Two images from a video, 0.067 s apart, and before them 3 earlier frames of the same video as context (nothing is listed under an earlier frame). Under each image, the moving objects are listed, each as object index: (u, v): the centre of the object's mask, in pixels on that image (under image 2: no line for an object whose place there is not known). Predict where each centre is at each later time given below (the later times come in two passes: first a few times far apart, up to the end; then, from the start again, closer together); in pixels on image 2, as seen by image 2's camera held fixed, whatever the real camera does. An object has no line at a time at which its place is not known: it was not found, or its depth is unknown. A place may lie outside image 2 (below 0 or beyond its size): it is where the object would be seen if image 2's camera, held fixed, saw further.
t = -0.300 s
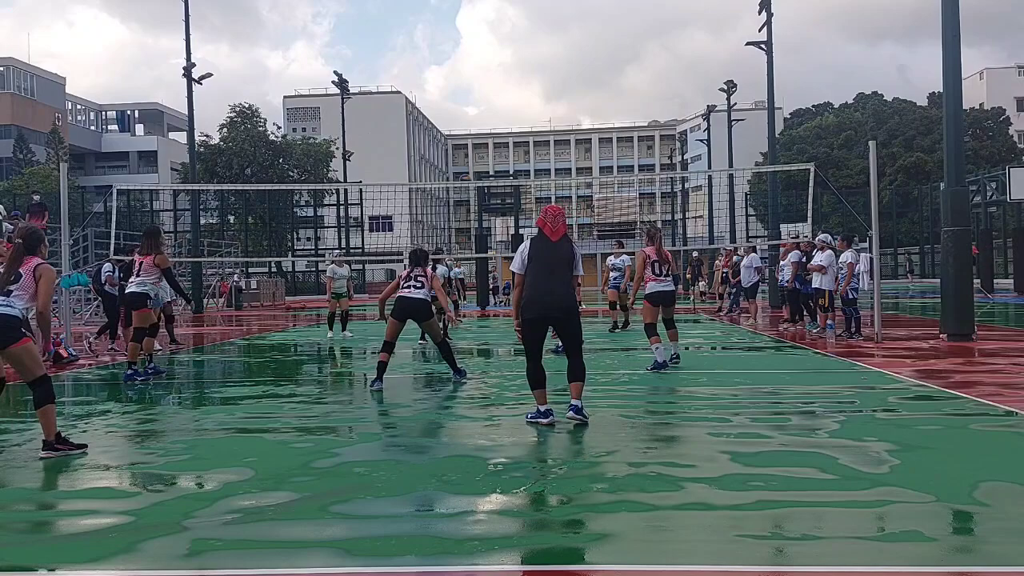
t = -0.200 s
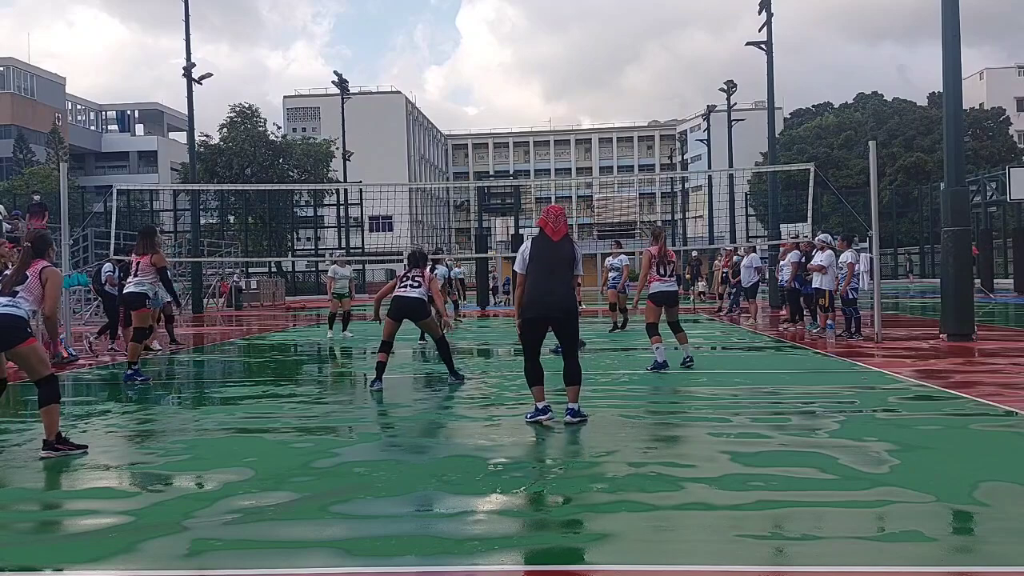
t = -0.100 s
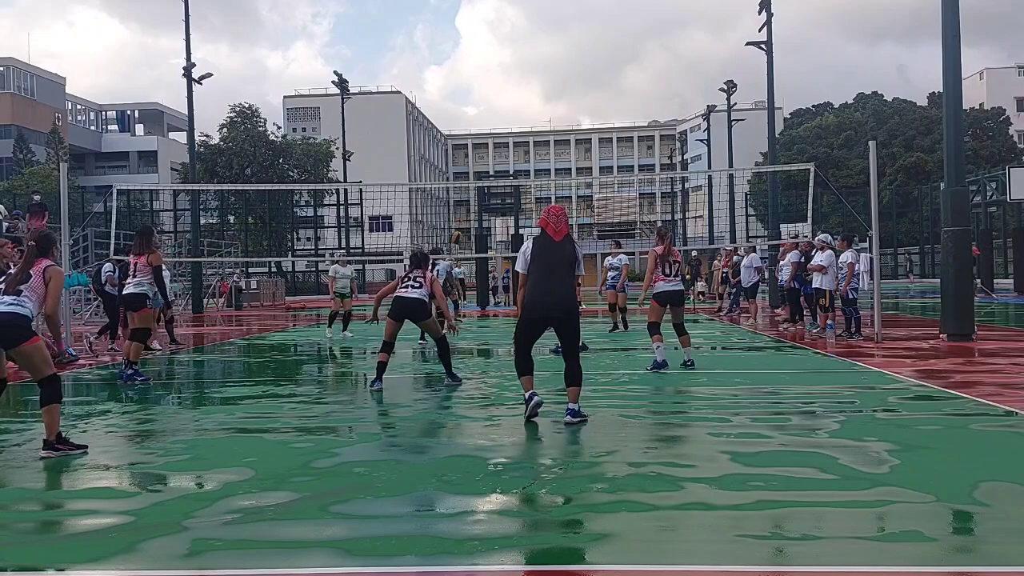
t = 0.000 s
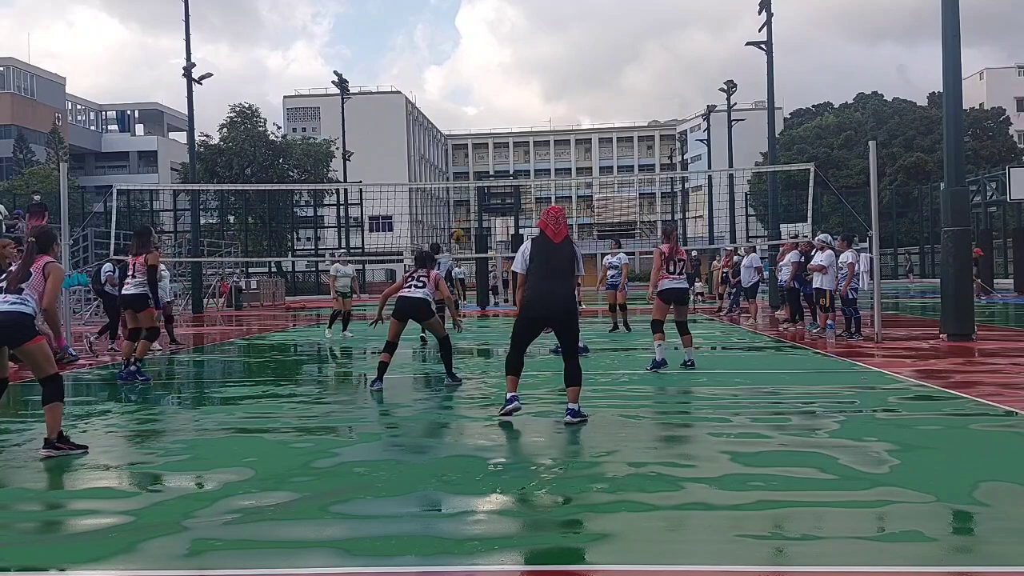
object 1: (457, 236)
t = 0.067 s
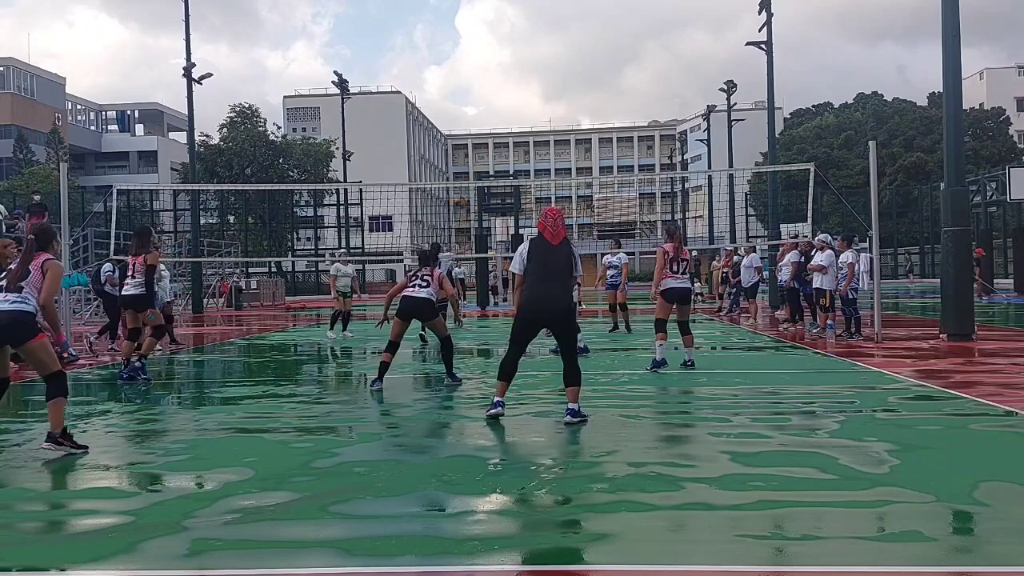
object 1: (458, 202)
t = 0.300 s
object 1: (476, 110)
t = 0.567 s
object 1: (491, 49)
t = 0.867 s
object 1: (507, 34)
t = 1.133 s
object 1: (522, 66)
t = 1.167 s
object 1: (524, 74)
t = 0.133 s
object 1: (466, 173)
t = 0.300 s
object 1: (476, 110)
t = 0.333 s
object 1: (477, 100)
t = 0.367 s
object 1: (479, 91)
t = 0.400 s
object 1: (482, 82)
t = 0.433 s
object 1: (483, 74)
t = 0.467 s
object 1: (485, 67)
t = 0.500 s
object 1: (487, 60)
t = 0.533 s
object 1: (489, 54)
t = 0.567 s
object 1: (491, 49)
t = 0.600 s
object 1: (493, 45)
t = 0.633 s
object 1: (494, 41)
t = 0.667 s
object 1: (496, 38)
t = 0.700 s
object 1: (498, 36)
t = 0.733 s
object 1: (500, 34)
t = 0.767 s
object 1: (501, 33)
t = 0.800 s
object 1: (503, 33)
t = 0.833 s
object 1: (505, 33)
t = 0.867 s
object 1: (507, 34)
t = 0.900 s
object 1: (509, 35)
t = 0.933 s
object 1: (511, 38)
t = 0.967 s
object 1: (513, 41)
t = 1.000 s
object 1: (515, 45)
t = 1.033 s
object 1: (516, 49)
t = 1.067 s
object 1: (518, 54)
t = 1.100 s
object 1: (520, 60)
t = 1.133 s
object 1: (522, 66)
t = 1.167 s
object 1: (524, 74)
